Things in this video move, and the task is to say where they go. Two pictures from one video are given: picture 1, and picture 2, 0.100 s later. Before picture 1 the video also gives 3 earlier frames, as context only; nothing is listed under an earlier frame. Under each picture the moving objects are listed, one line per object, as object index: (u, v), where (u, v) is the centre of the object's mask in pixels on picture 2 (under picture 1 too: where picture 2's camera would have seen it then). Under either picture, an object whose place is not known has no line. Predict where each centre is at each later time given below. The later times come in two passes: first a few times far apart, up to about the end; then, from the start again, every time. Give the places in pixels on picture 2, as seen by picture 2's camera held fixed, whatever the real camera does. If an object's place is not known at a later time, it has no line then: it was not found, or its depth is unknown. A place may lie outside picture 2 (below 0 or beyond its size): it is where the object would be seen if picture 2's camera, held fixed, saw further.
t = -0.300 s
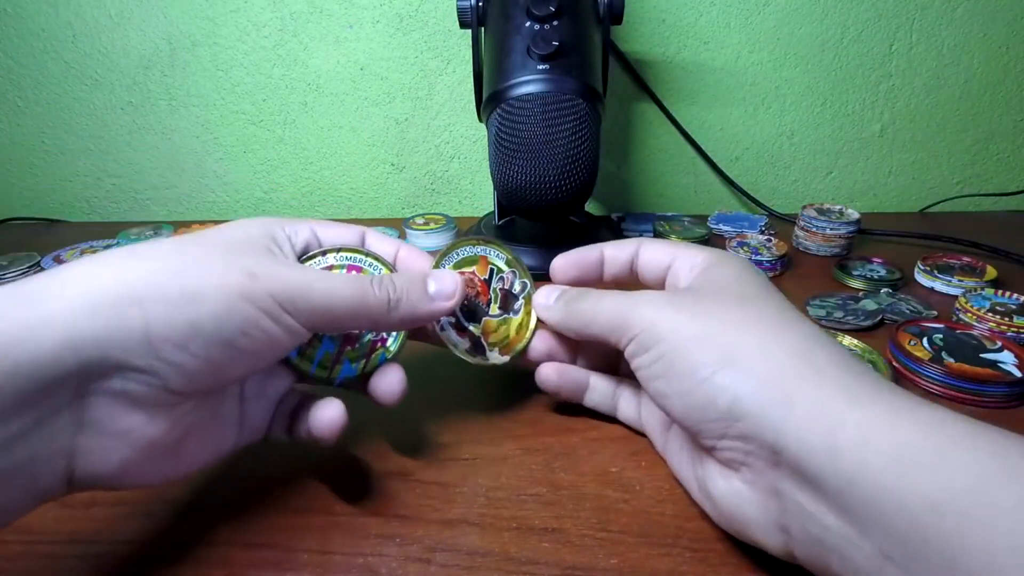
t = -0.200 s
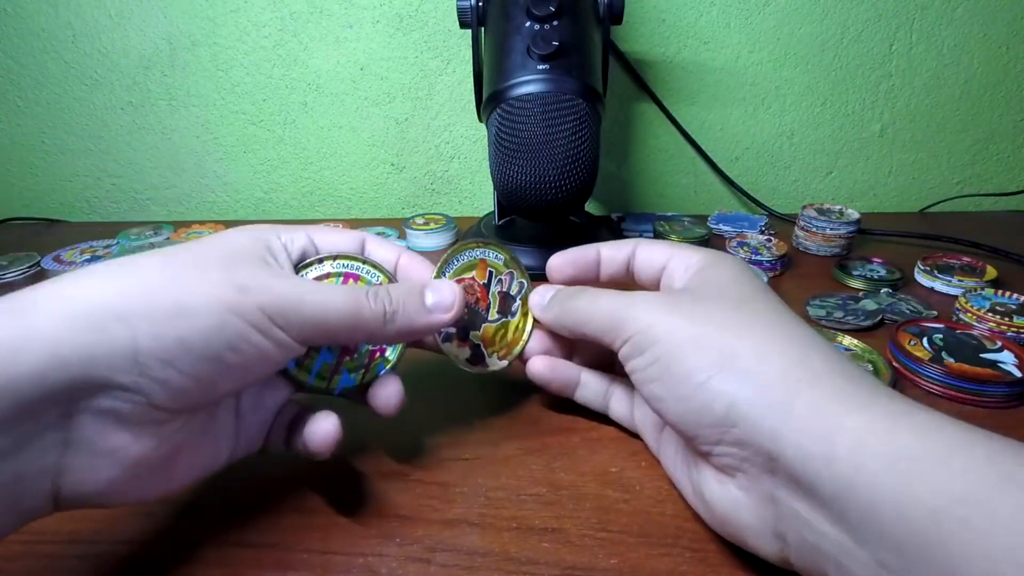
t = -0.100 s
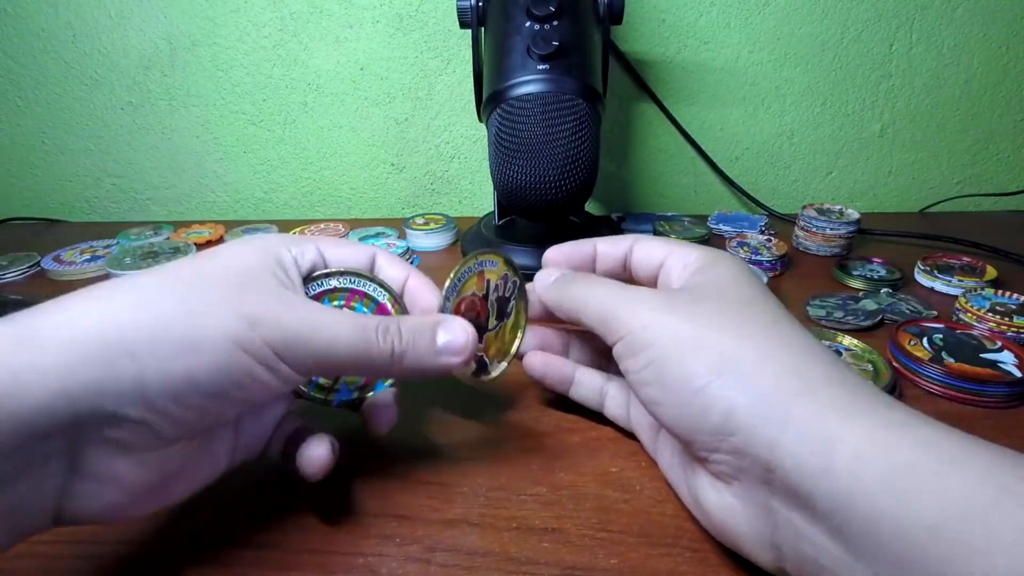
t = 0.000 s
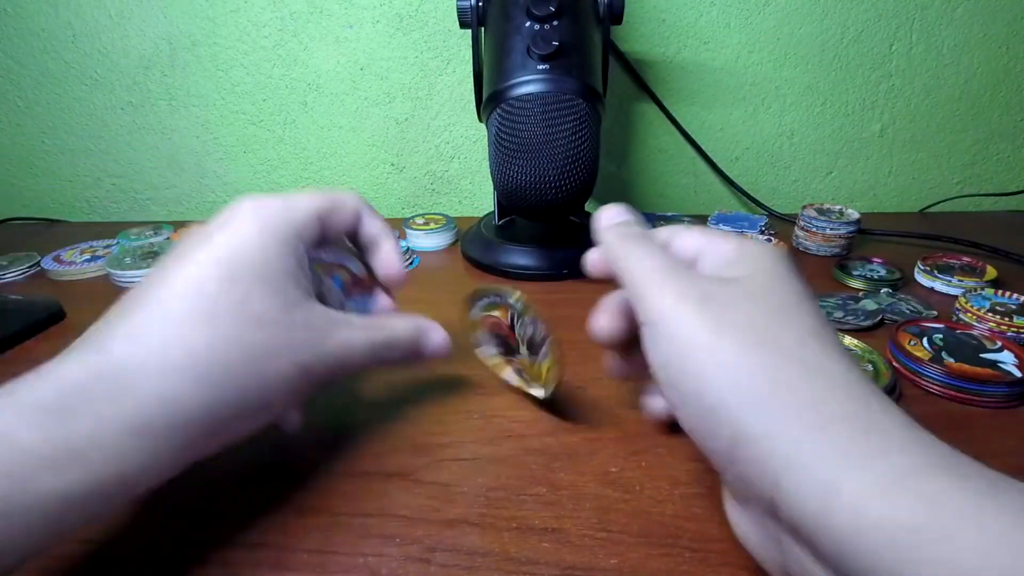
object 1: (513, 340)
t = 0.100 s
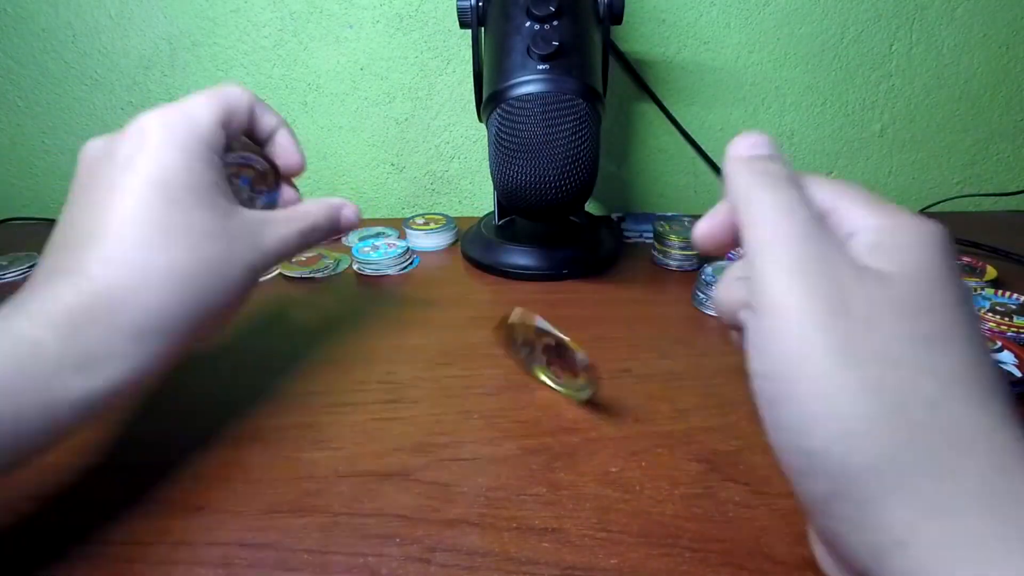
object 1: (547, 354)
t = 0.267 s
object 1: (584, 355)
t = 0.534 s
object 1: (600, 377)
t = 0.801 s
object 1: (565, 387)
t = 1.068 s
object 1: (542, 378)
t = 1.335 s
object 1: (558, 374)
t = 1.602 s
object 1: (573, 384)
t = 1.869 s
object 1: (564, 397)
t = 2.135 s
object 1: (559, 398)
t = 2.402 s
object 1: (565, 400)
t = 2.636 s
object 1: (564, 406)
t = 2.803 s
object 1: (563, 409)
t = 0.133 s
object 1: (549, 350)
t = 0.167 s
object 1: (566, 347)
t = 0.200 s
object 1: (570, 351)
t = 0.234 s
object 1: (584, 348)
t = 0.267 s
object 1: (584, 355)
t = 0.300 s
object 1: (596, 352)
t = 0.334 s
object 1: (601, 353)
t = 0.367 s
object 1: (603, 359)
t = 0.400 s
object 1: (600, 376)
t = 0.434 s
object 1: (600, 368)
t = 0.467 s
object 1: (605, 370)
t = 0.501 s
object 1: (596, 372)
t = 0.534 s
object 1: (600, 377)
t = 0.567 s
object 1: (588, 385)
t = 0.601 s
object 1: (592, 382)
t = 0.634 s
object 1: (590, 382)
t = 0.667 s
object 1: (581, 380)
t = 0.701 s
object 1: (578, 385)
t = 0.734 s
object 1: (566, 391)
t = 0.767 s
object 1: (569, 389)
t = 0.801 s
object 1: (565, 387)
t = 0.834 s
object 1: (559, 382)
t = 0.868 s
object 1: (556, 383)
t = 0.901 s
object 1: (548, 385)
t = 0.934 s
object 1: (551, 383)
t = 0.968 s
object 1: (551, 382)
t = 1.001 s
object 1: (547, 377)
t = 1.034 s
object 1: (553, 382)
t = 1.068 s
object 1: (542, 378)
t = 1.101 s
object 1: (548, 375)
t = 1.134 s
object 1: (550, 376)
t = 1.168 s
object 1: (551, 373)
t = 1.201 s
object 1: (552, 379)
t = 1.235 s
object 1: (551, 374)
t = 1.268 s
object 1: (558, 373)
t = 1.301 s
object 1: (560, 373)
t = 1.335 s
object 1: (558, 374)
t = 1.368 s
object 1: (561, 380)
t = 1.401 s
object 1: (564, 376)
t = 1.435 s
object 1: (570, 377)
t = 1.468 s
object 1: (567, 379)
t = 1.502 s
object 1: (570, 386)
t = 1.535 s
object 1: (568, 387)
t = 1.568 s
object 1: (574, 384)
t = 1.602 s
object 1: (573, 384)
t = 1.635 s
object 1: (568, 384)
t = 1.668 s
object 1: (567, 395)
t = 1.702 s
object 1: (569, 393)
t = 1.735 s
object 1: (570, 392)
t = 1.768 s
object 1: (566, 390)
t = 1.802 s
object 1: (563, 399)
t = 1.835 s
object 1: (562, 398)
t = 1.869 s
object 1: (564, 397)
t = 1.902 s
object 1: (560, 394)
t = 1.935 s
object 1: (558, 400)
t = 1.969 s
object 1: (557, 399)
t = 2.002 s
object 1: (560, 398)
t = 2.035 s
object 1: (558, 395)
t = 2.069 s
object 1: (556, 399)
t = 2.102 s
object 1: (557, 397)
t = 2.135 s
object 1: (559, 398)
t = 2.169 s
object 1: (557, 396)
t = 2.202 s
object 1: (556, 398)
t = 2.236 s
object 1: (560, 397)
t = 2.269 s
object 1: (562, 397)
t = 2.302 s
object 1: (561, 400)
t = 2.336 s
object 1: (560, 400)
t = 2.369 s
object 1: (565, 399)
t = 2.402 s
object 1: (565, 400)
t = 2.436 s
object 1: (562, 404)
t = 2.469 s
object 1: (565, 402)
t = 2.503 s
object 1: (566, 402)
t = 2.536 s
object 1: (564, 406)
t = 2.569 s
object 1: (564, 406)
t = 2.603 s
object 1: (566, 405)
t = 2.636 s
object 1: (564, 406)
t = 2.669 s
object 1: (562, 410)
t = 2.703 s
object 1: (565, 408)
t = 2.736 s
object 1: (563, 407)
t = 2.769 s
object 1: (560, 410)
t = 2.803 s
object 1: (563, 409)
